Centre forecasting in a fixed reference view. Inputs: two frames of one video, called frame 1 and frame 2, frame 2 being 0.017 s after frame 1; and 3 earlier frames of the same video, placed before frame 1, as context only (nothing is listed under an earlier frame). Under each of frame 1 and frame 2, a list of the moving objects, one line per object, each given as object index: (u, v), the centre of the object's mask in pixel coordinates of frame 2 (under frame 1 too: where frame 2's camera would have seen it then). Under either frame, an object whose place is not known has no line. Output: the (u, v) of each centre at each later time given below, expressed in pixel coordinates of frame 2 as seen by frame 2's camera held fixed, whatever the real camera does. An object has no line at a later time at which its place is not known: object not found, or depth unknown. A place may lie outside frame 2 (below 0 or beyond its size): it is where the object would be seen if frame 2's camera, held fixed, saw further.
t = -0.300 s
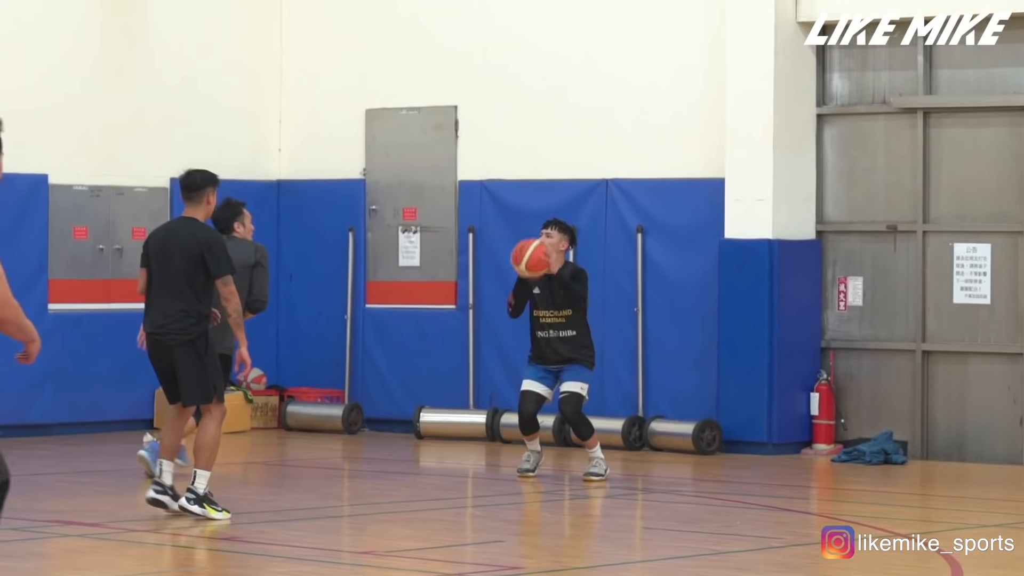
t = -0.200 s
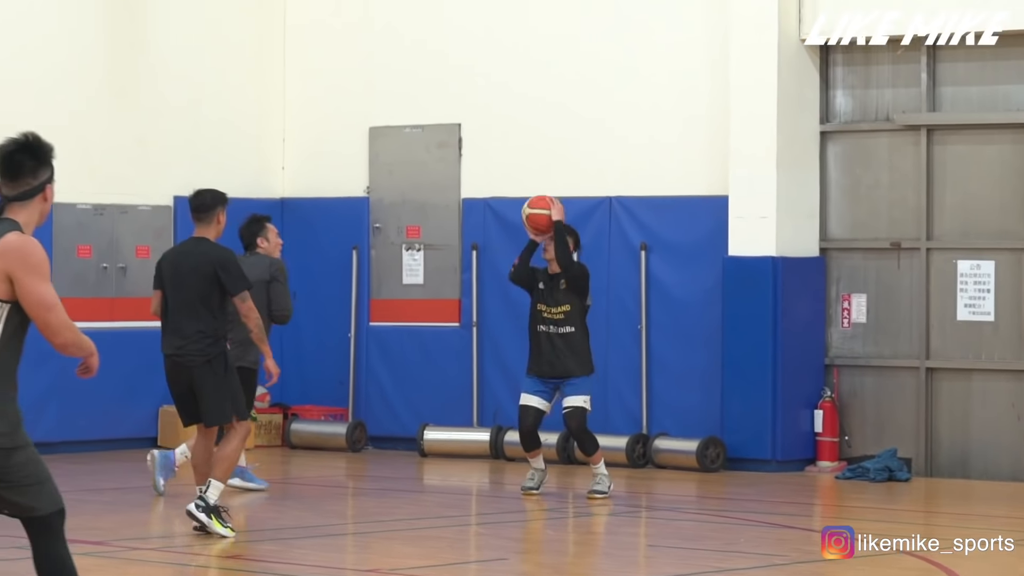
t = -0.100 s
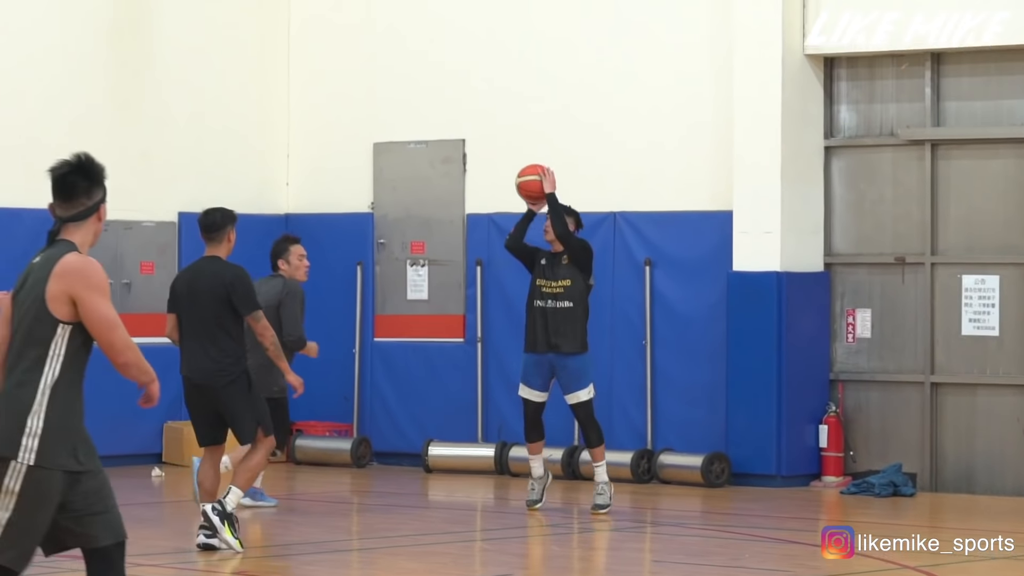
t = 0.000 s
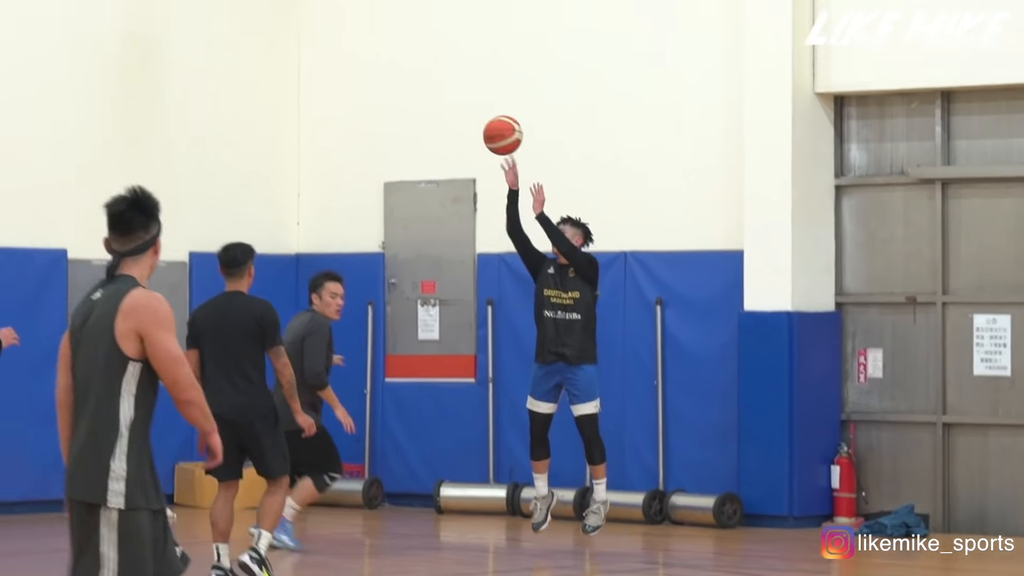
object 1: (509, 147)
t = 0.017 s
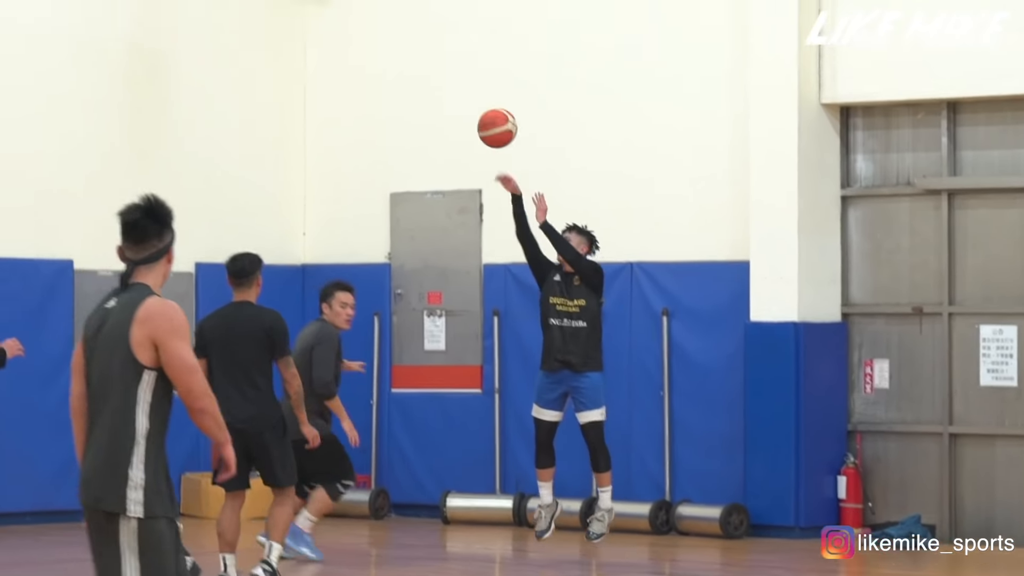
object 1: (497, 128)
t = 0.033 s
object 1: (485, 110)
